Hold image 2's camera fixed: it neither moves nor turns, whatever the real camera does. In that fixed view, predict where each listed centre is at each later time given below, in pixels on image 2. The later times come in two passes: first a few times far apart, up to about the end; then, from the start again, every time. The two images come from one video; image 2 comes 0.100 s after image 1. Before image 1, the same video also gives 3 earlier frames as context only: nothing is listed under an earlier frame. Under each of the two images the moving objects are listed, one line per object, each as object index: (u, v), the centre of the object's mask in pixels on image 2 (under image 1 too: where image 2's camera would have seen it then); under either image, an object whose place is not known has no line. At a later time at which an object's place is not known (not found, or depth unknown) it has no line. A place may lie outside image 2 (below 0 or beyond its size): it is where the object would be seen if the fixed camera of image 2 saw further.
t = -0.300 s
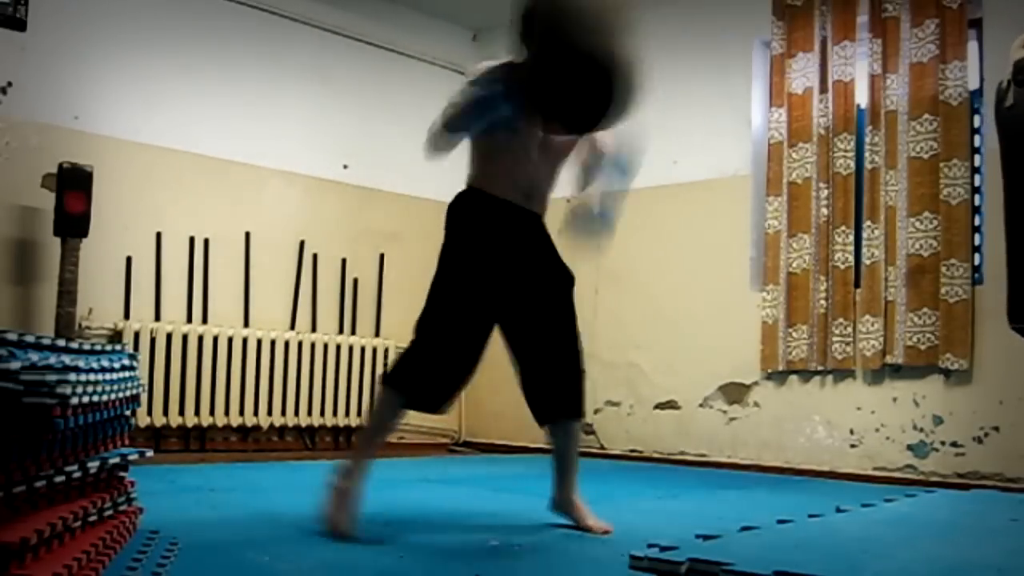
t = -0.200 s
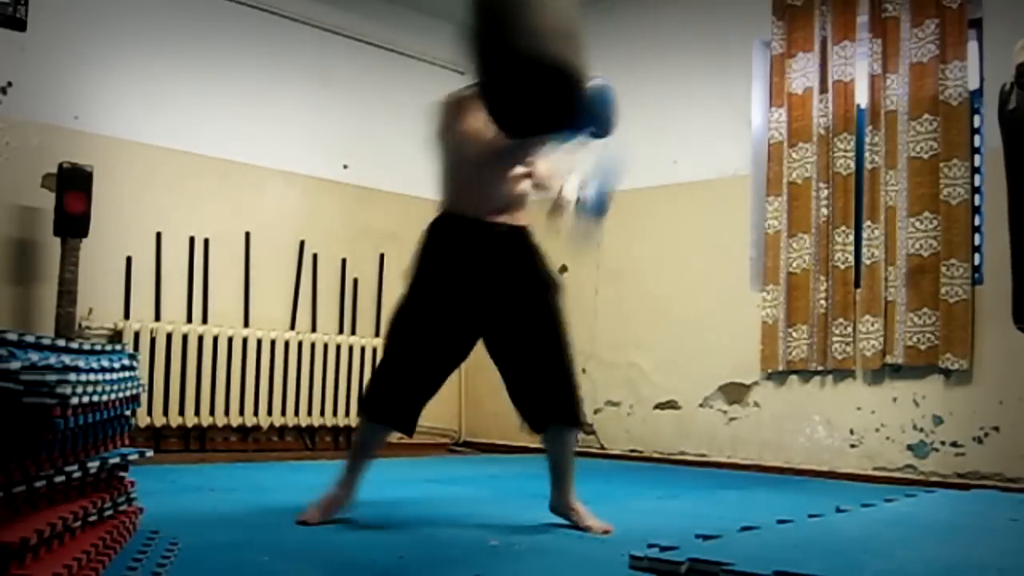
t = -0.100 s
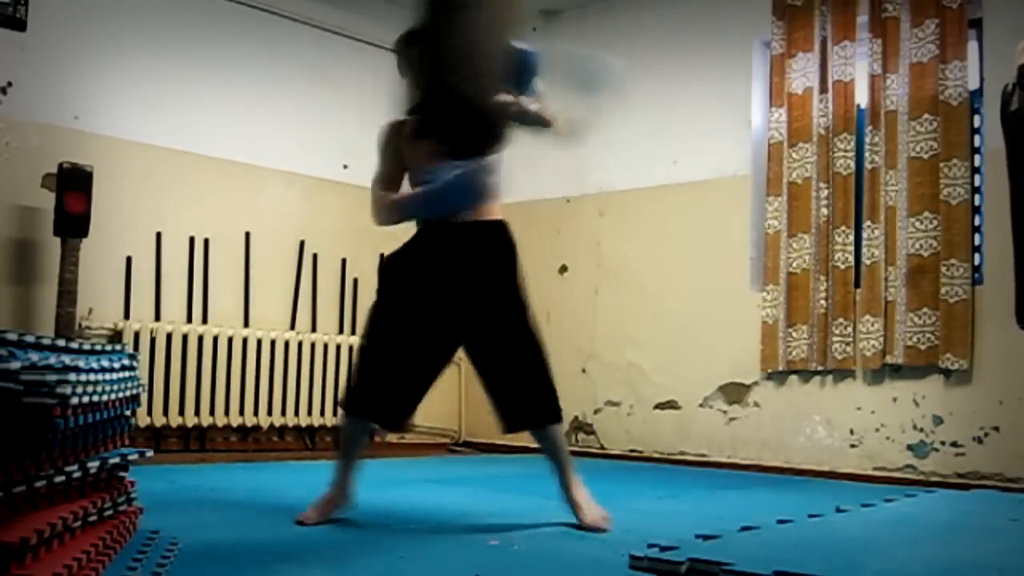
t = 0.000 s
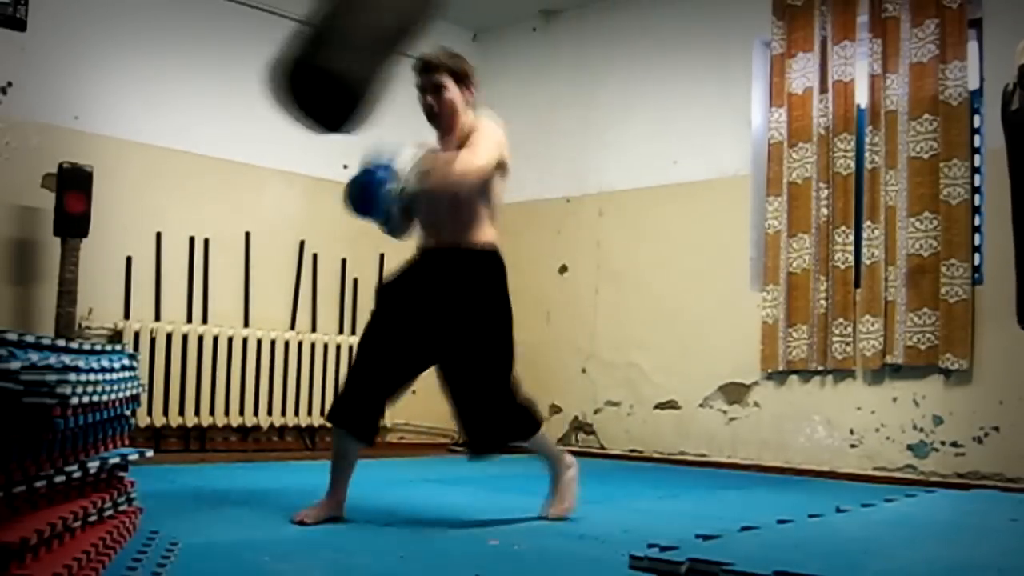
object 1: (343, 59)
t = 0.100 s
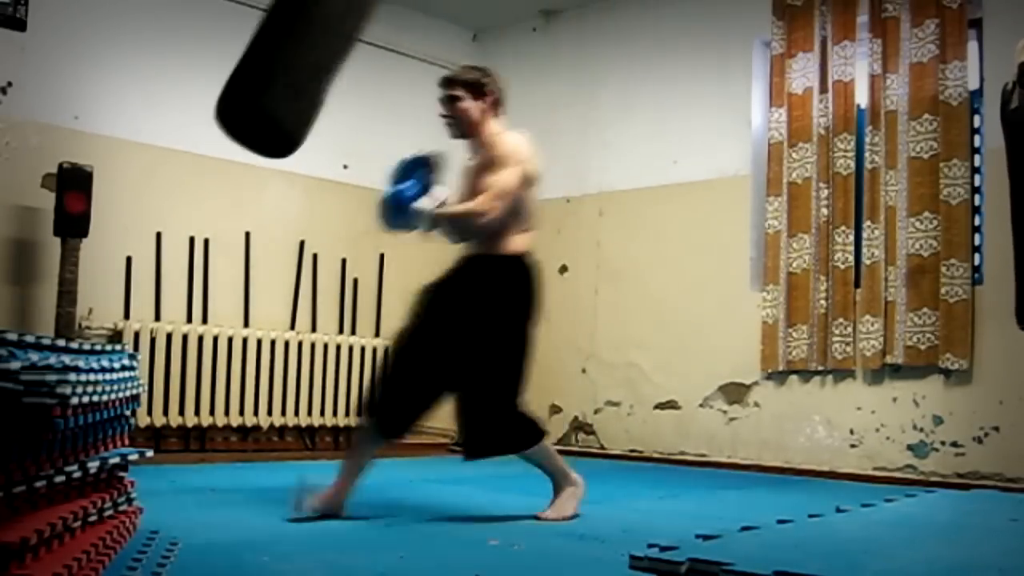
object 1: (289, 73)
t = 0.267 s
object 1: (282, 78)
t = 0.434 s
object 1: (368, 98)
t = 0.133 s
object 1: (282, 73)
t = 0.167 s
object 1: (277, 73)
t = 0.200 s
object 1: (273, 77)
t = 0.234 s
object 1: (276, 76)
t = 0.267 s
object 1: (282, 78)
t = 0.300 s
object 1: (294, 79)
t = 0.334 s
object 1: (310, 83)
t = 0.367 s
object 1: (328, 90)
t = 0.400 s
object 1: (346, 96)
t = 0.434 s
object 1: (368, 98)
